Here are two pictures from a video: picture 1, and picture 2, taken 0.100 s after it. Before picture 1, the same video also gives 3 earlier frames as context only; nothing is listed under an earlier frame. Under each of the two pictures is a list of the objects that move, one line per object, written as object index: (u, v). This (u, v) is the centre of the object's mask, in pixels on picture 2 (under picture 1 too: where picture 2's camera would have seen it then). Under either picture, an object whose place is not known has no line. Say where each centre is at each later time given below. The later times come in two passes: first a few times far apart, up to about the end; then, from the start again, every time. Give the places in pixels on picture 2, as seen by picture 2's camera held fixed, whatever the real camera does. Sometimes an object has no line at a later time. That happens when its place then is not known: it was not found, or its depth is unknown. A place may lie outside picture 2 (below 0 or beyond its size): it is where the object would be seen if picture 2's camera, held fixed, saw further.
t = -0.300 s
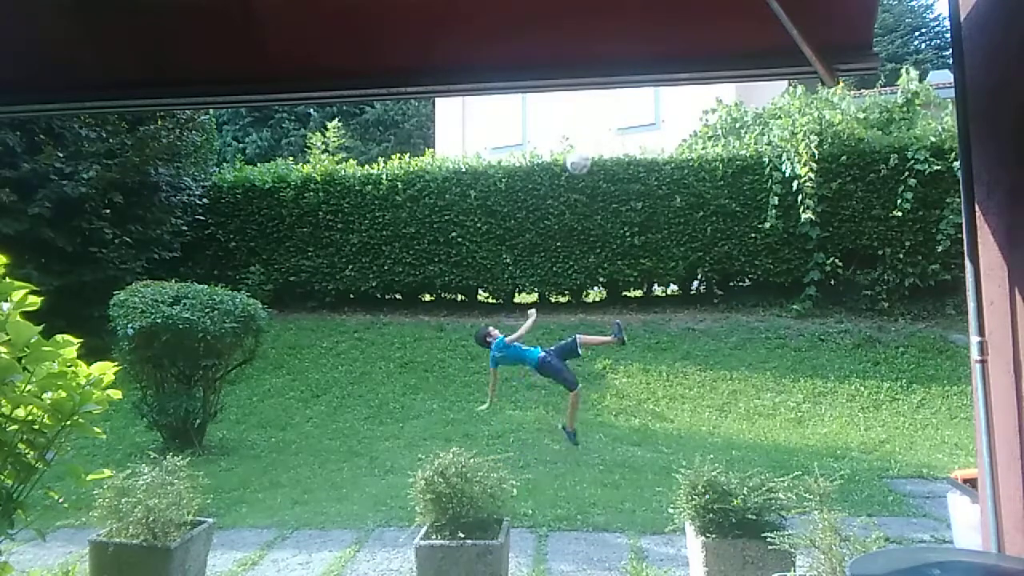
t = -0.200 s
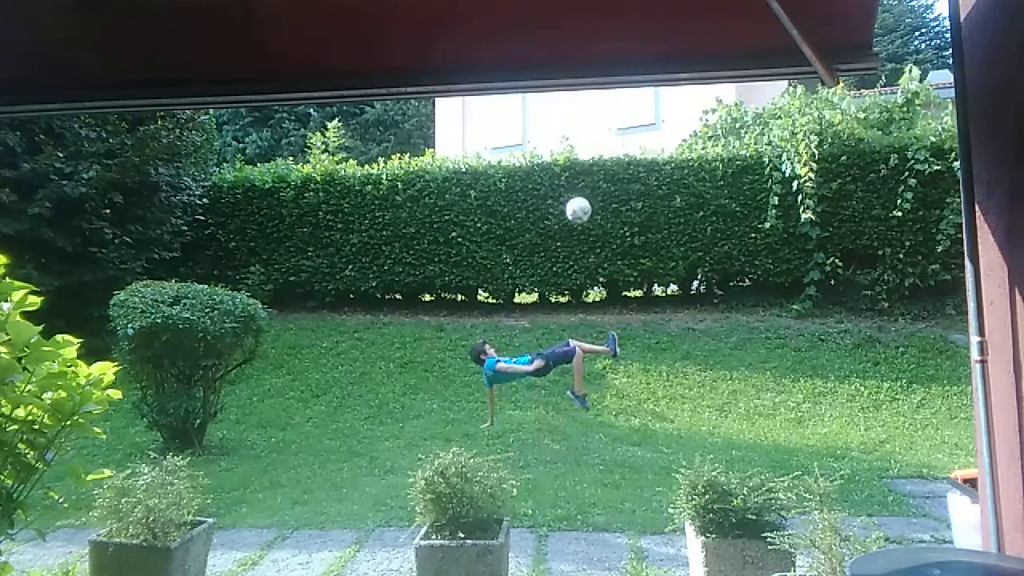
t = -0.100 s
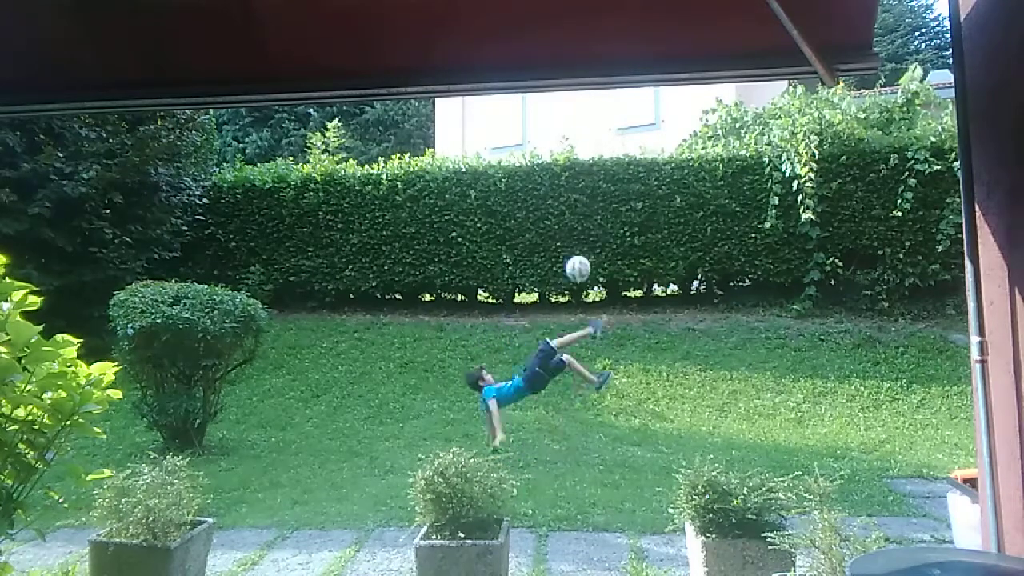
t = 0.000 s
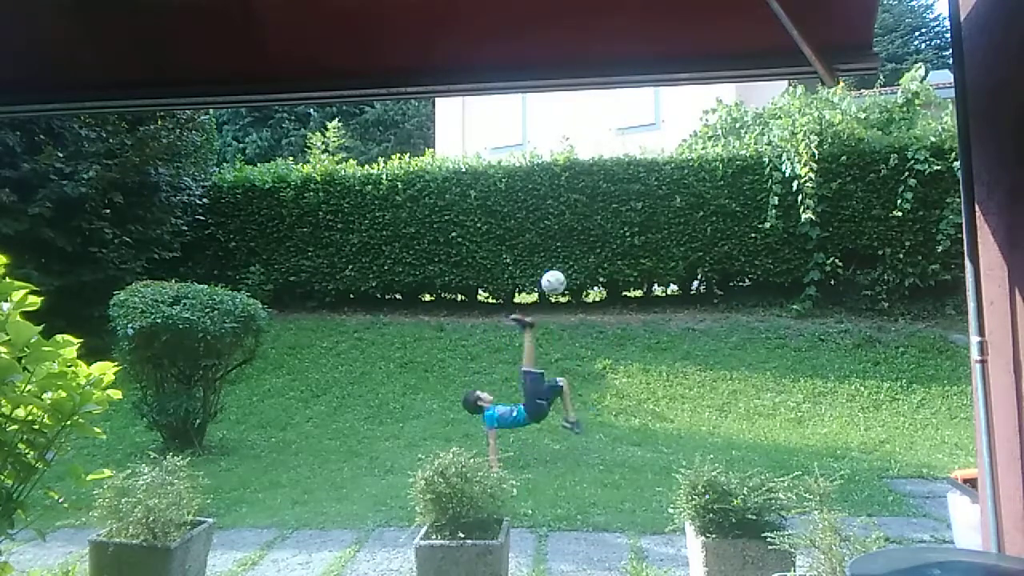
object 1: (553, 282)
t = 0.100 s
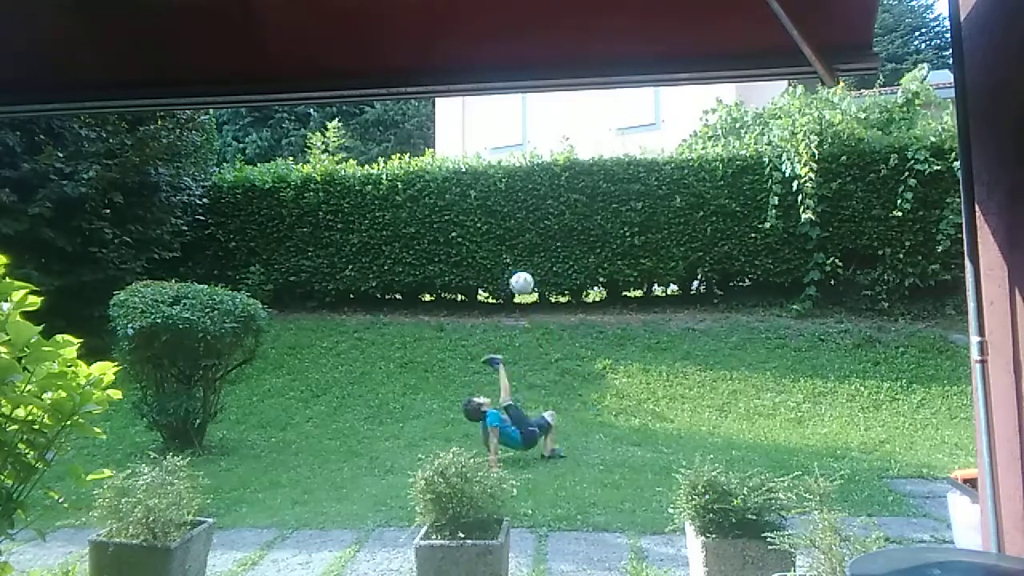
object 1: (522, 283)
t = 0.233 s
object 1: (483, 298)
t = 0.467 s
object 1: (423, 355)
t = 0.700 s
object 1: (388, 408)
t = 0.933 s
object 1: (408, 370)
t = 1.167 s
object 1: (428, 377)
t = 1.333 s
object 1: (442, 410)
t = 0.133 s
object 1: (511, 285)
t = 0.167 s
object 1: (502, 289)
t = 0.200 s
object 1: (491, 293)
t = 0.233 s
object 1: (483, 298)
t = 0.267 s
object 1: (474, 305)
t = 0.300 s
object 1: (464, 310)
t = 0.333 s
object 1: (456, 318)
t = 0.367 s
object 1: (447, 325)
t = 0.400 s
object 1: (440, 335)
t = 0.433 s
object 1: (431, 345)
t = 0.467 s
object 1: (423, 355)
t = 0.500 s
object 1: (416, 366)
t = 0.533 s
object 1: (408, 377)
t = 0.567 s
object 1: (400, 389)
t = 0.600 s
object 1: (393, 403)
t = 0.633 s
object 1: (385, 417)
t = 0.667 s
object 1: (385, 418)
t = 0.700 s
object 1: (388, 408)
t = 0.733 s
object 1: (391, 400)
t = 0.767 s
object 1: (393, 392)
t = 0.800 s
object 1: (397, 385)
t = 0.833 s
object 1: (400, 380)
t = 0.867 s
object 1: (402, 376)
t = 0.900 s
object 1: (405, 373)
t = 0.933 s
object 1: (408, 370)
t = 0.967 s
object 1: (411, 368)
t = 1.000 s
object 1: (414, 368)
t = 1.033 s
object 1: (417, 368)
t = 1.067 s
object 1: (420, 369)
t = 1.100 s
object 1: (423, 371)
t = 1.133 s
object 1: (425, 374)
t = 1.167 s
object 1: (428, 377)
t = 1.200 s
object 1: (431, 382)
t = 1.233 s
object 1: (433, 388)
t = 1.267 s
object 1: (436, 394)
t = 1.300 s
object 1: (439, 402)
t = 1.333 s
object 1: (442, 410)
